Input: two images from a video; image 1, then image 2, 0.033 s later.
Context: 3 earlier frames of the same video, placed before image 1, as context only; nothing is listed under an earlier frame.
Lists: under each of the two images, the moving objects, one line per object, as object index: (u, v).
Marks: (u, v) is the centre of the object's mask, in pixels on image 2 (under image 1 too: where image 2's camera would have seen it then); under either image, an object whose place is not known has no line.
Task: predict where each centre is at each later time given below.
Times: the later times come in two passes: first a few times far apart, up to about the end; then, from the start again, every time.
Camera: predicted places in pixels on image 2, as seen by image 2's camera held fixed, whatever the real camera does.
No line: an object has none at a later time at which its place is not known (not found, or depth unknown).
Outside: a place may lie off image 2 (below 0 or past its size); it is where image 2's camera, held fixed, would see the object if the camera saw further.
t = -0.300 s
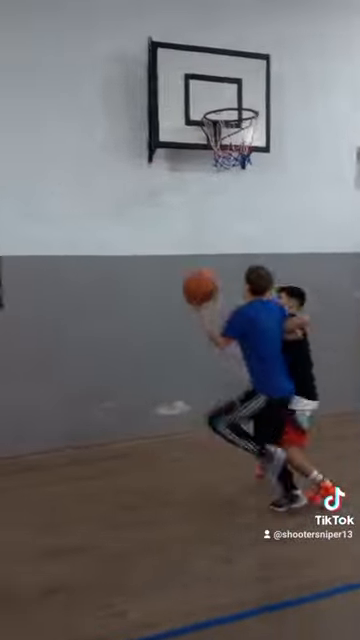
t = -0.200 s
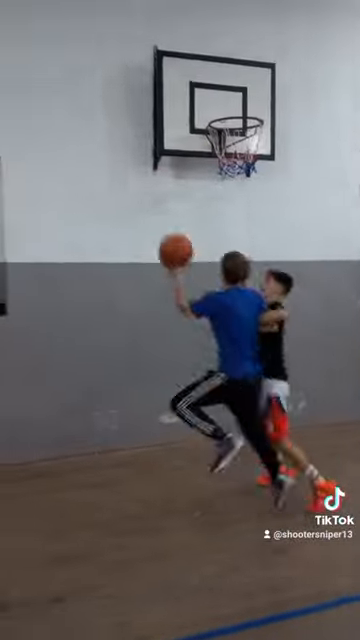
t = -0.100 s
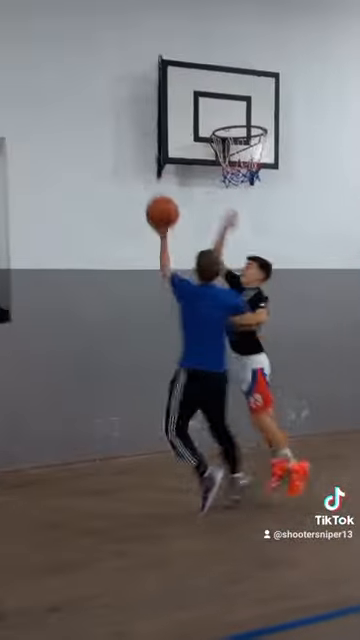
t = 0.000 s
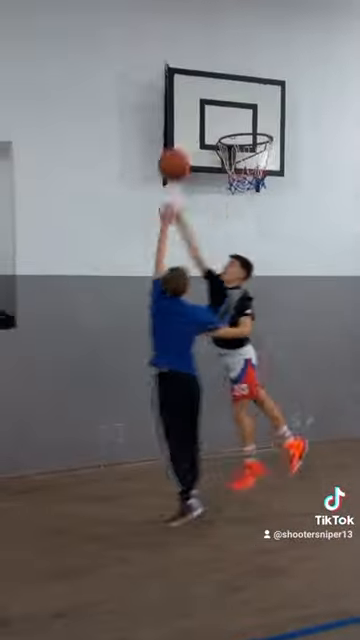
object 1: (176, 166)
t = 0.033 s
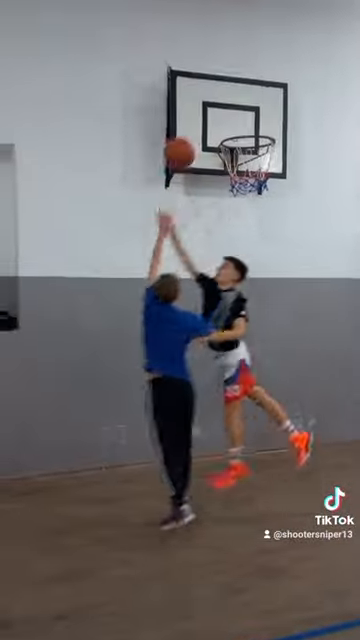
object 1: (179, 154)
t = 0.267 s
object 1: (200, 99)
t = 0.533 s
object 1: (233, 105)
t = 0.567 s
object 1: (237, 111)
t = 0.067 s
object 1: (182, 141)
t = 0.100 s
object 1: (185, 129)
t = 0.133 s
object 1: (188, 120)
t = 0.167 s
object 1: (192, 113)
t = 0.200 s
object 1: (195, 106)
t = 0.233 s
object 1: (198, 102)
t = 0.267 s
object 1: (200, 99)
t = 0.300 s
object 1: (203, 97)
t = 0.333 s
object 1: (206, 97)
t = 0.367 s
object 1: (208, 97)
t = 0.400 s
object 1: (211, 99)
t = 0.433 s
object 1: (217, 99)
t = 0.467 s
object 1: (222, 99)
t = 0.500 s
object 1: (227, 102)
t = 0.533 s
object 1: (233, 105)
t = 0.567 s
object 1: (237, 111)
